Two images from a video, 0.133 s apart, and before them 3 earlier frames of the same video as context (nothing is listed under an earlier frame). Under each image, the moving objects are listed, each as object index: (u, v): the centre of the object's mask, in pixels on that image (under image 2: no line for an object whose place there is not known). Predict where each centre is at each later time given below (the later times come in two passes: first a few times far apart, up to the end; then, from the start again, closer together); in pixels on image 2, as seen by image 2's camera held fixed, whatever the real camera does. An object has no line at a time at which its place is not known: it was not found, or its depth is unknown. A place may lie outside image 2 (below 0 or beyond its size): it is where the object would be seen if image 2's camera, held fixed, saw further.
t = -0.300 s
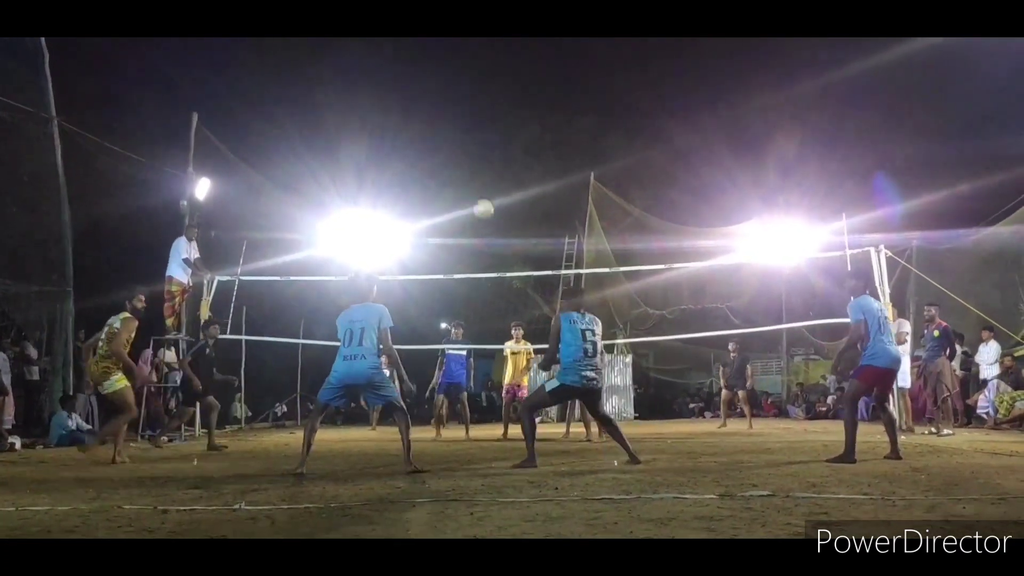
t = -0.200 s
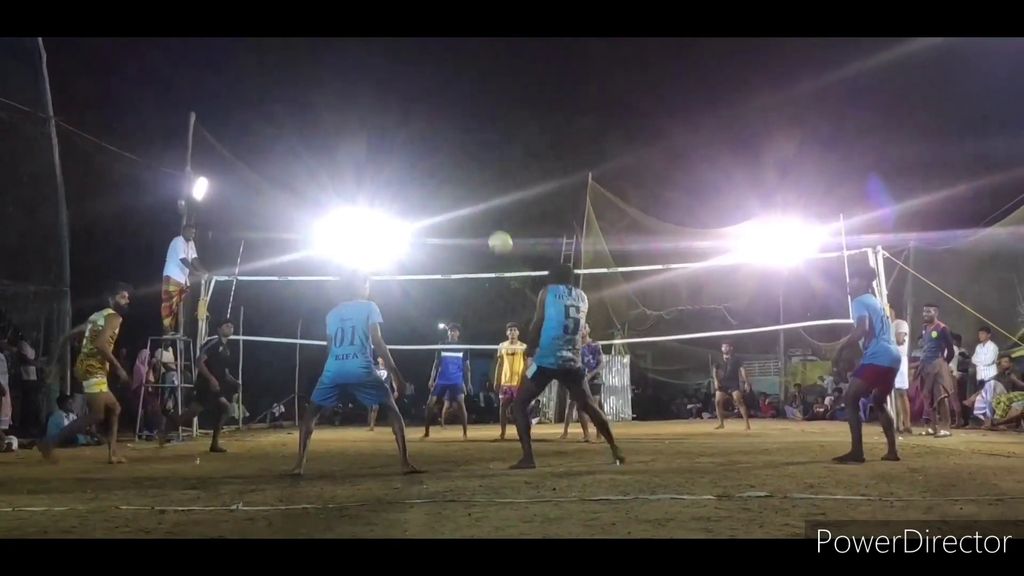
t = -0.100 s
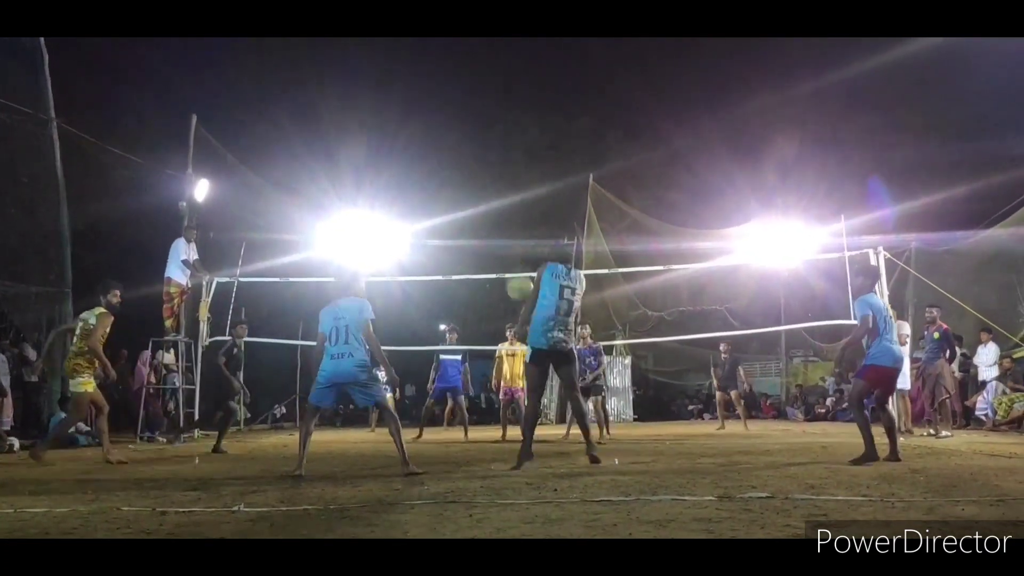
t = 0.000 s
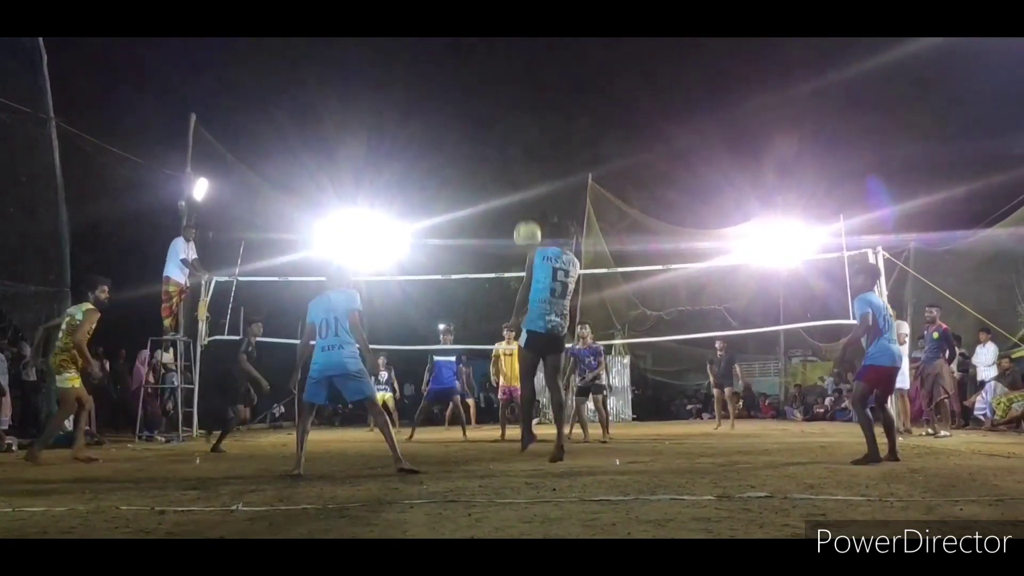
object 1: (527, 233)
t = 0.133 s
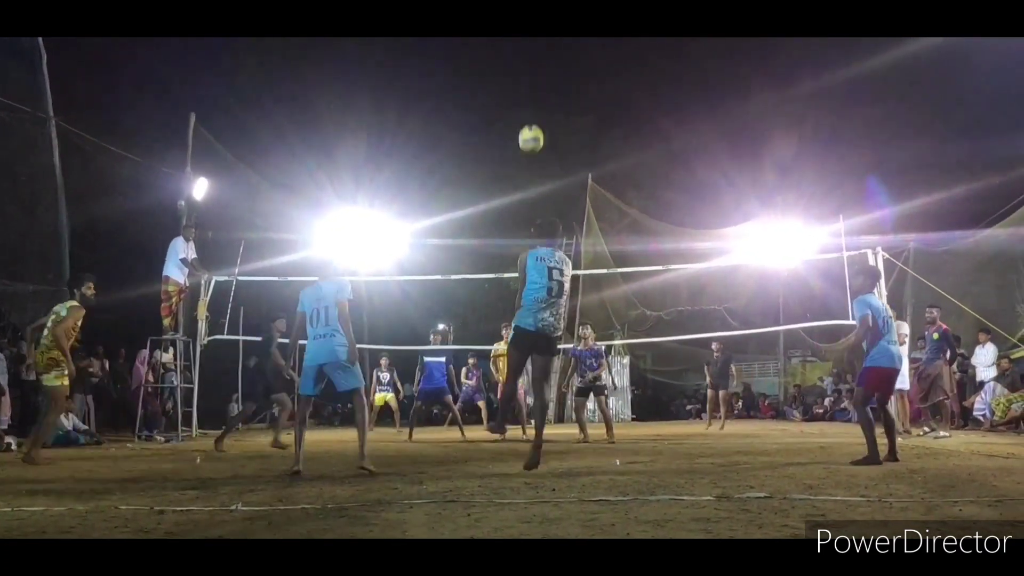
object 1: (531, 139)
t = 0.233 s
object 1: (533, 87)
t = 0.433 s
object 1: (533, 38)
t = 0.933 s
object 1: (536, 49)
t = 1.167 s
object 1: (536, 120)
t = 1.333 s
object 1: (537, 187)
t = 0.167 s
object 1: (532, 120)
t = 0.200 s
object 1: (532, 102)
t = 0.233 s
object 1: (533, 87)
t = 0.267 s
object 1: (533, 74)
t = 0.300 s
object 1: (534, 62)
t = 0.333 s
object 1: (533, 52)
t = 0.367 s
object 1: (533, 44)
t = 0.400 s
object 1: (533, 41)
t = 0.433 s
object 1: (533, 38)
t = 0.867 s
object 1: (535, 42)
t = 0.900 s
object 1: (536, 45)
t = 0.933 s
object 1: (536, 49)
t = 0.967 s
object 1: (536, 56)
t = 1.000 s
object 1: (536, 65)
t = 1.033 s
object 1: (536, 75)
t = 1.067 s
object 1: (536, 85)
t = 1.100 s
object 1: (536, 96)
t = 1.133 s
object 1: (536, 108)
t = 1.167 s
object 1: (536, 120)
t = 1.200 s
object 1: (536, 132)
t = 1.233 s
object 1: (536, 145)
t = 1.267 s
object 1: (536, 159)
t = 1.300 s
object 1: (537, 172)
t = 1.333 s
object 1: (537, 187)
